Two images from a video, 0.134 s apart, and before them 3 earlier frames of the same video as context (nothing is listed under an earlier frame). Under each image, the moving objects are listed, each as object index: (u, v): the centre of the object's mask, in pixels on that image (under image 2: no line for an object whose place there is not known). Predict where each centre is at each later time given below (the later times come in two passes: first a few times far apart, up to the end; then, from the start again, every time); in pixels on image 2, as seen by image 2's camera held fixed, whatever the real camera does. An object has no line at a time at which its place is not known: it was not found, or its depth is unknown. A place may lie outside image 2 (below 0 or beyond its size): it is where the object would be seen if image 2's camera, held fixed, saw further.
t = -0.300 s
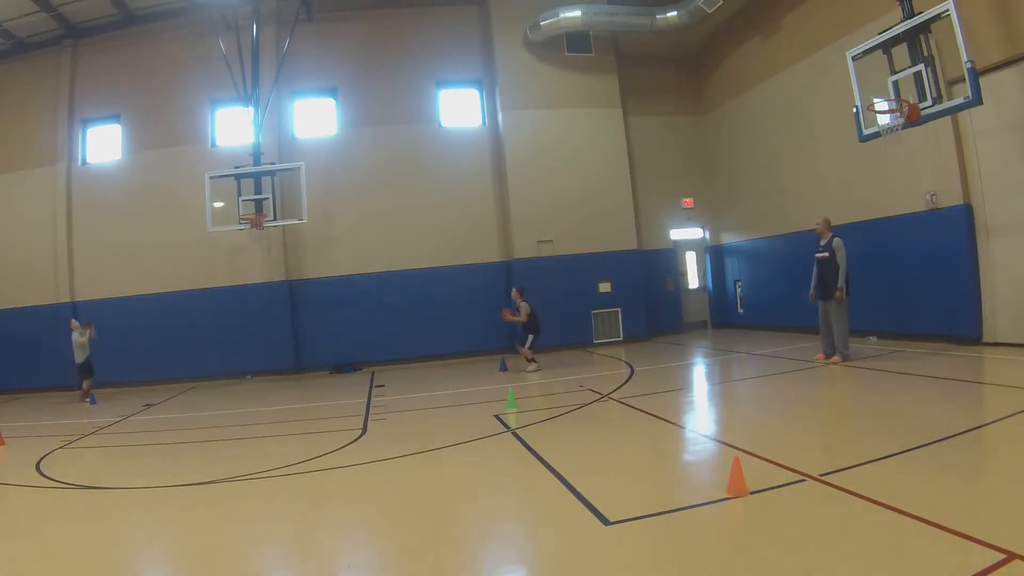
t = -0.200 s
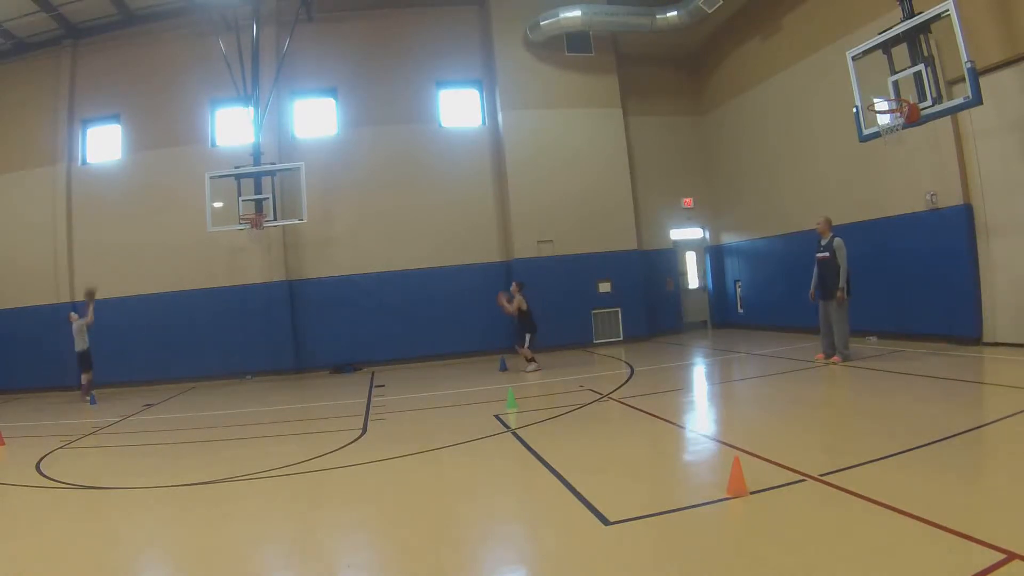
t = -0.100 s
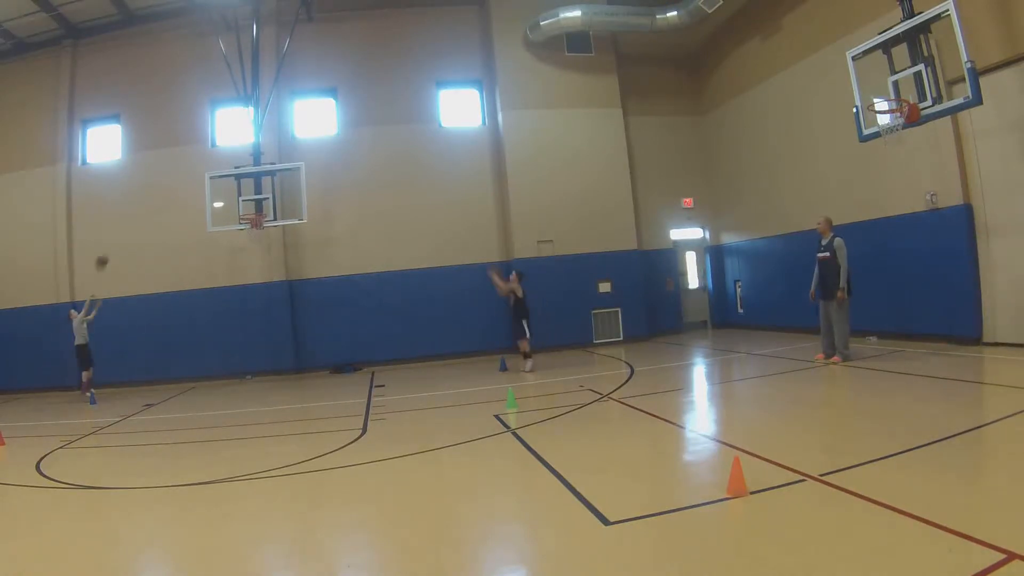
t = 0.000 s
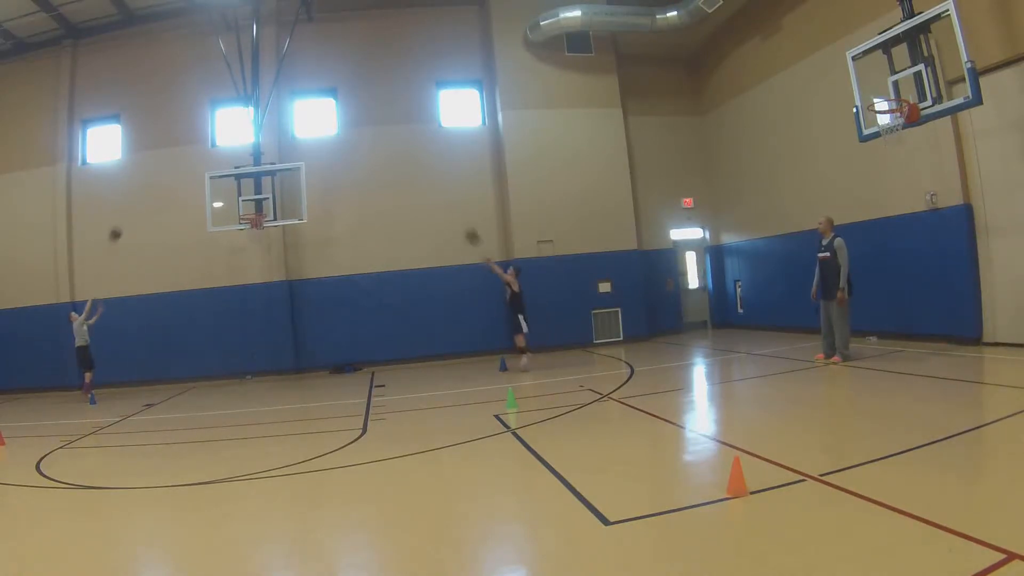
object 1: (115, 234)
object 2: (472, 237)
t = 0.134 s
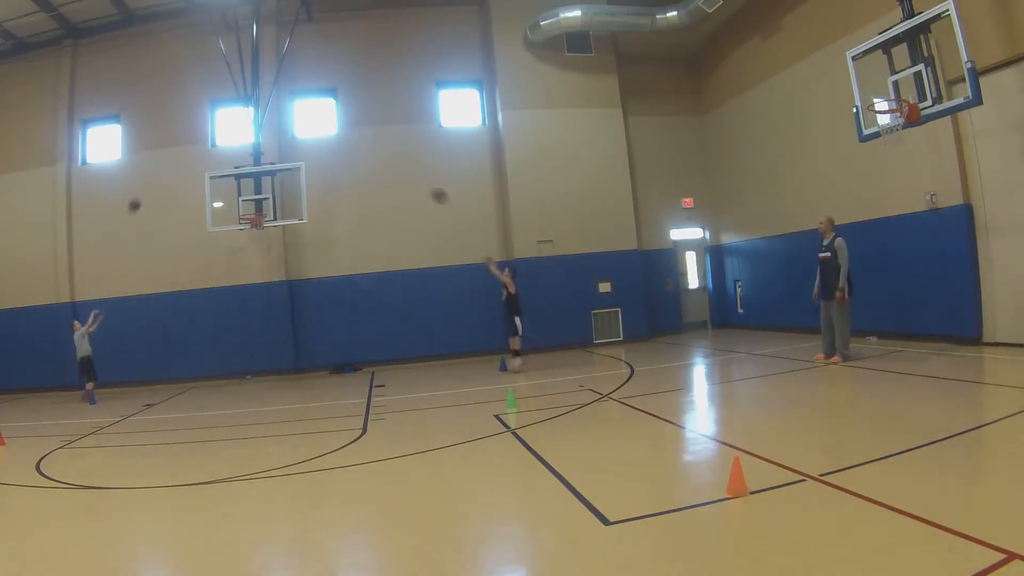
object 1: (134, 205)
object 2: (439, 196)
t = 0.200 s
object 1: (144, 195)
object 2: (423, 180)
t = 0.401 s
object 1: (174, 176)
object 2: (377, 146)
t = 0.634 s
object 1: (211, 183)
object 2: (329, 139)
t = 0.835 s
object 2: (289, 155)
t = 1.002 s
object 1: (266, 237)
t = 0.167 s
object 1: (139, 200)
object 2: (431, 187)
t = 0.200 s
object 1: (144, 195)
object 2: (423, 180)
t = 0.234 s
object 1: (149, 190)
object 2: (415, 172)
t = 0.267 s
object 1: (154, 186)
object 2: (407, 165)
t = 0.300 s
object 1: (159, 183)
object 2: (400, 160)
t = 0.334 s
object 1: (164, 180)
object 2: (392, 154)
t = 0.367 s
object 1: (169, 177)
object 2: (384, 150)
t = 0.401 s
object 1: (174, 176)
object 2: (377, 146)
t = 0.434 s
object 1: (179, 175)
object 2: (370, 143)
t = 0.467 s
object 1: (184, 175)
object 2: (363, 141)
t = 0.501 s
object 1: (190, 175)
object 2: (356, 139)
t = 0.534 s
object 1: (195, 176)
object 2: (350, 138)
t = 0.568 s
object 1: (200, 177)
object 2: (344, 137)
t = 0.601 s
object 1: (206, 179)
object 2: (342, 137)
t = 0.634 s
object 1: (211, 183)
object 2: (329, 139)
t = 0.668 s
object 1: (217, 185)
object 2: (318, 141)
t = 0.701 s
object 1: (222, 189)
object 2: (316, 142)
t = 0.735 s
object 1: (228, 194)
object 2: (309, 144)
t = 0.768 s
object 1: (233, 199)
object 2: (301, 148)
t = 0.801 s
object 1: (238, 205)
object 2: (298, 150)
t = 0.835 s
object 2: (289, 155)
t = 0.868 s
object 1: (250, 217)
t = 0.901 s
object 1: (259, 228)
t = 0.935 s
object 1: (261, 231)
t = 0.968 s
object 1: (264, 235)
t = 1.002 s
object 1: (266, 237)
